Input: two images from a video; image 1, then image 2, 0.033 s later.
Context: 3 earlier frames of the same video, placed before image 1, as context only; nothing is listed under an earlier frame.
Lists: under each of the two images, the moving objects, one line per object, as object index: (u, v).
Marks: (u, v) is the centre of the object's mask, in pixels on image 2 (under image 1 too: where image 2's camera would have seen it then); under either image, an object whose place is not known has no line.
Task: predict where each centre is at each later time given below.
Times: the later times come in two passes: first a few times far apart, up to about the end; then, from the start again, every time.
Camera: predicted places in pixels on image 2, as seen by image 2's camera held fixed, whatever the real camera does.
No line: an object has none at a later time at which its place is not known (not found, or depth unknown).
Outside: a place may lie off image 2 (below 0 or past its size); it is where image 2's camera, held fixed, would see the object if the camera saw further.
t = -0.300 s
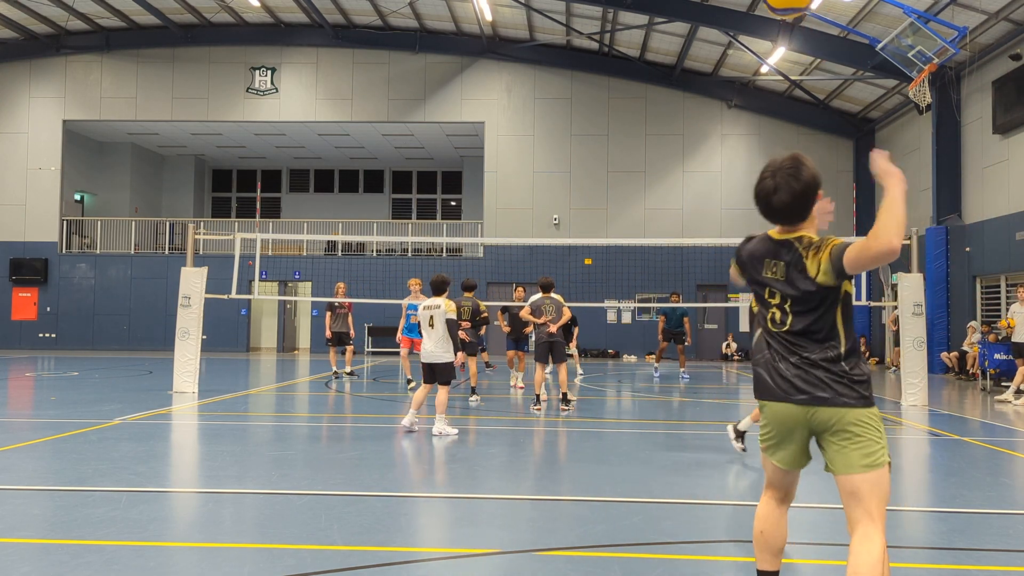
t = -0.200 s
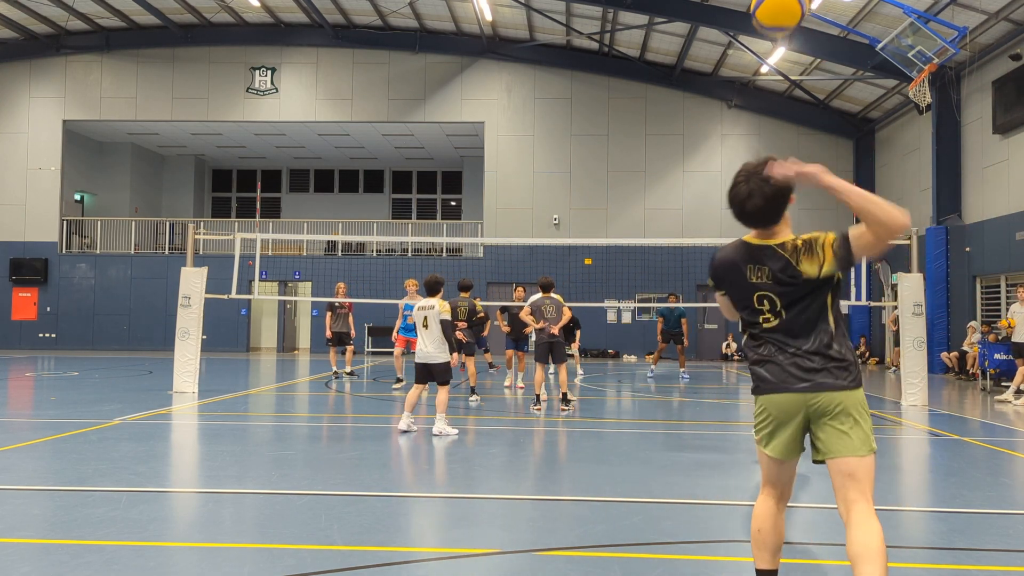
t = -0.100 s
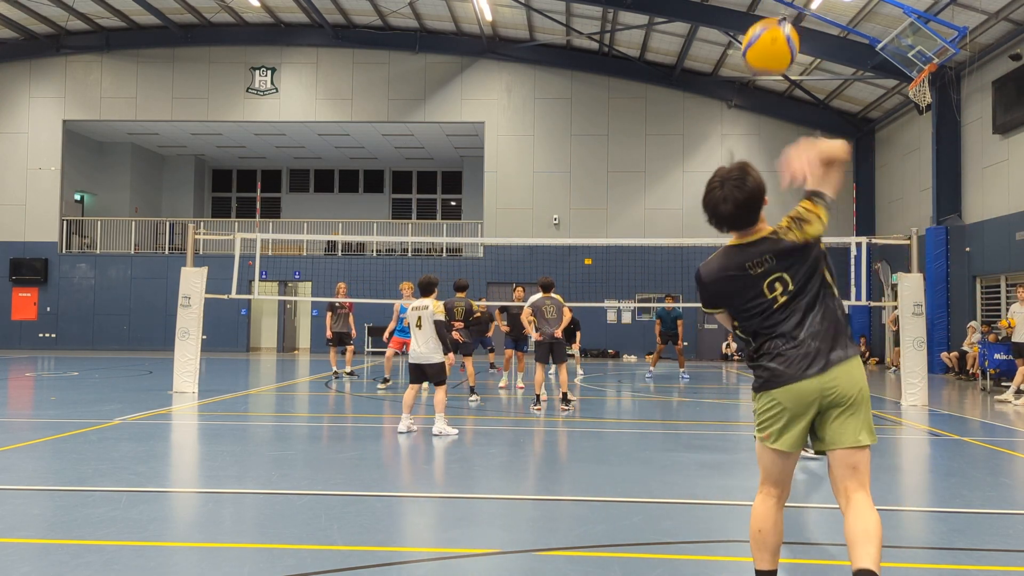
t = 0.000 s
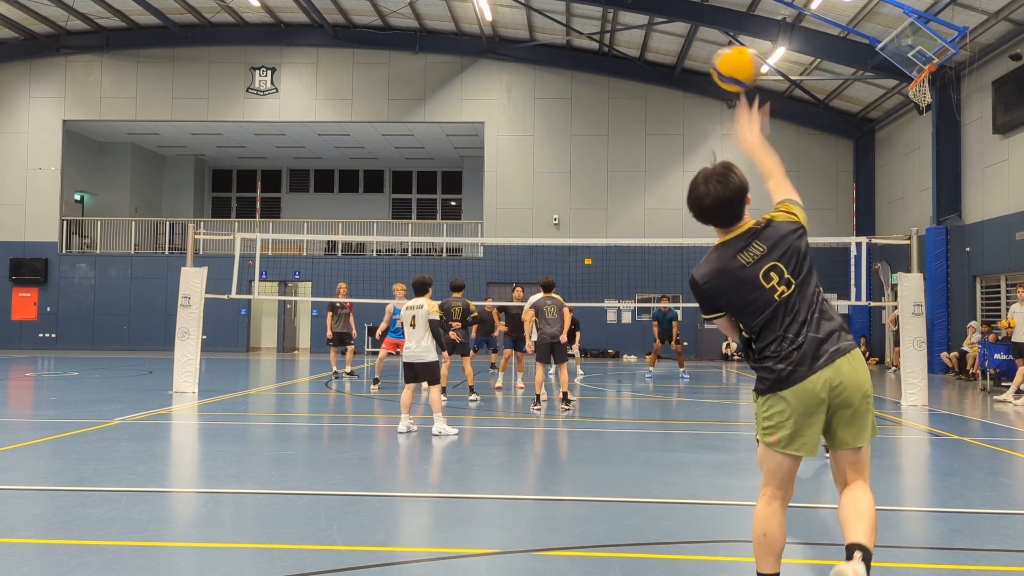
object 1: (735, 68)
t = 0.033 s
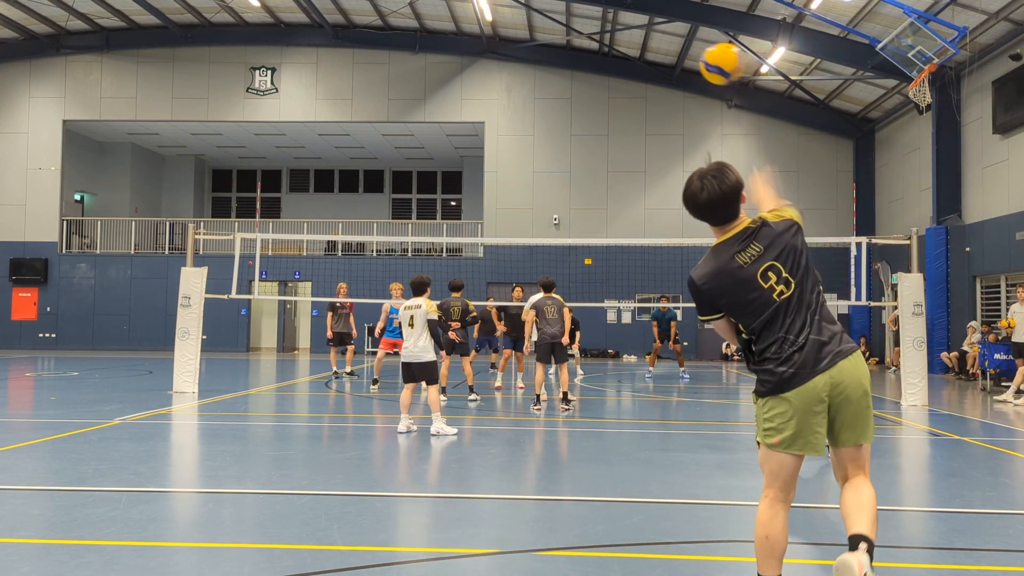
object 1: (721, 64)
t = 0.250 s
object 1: (676, 70)
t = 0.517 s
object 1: (652, 121)
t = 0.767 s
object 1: (639, 184)
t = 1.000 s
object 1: (630, 250)
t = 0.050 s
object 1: (716, 62)
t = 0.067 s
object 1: (711, 61)
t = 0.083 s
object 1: (705, 61)
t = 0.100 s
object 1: (702, 61)
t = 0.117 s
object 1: (698, 61)
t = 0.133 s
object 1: (694, 61)
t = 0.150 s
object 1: (691, 62)
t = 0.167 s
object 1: (688, 62)
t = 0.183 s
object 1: (686, 64)
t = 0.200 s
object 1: (683, 65)
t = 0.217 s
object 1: (681, 66)
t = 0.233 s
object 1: (678, 68)
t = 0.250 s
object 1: (676, 70)
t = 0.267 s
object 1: (673, 72)
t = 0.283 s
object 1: (671, 75)
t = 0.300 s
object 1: (669, 77)
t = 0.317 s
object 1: (667, 80)
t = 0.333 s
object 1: (665, 83)
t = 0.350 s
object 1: (663, 86)
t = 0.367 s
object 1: (662, 89)
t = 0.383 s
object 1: (661, 92)
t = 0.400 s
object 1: (659, 95)
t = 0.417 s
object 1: (658, 99)
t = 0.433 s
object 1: (657, 102)
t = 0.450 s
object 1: (656, 106)
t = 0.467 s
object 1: (655, 110)
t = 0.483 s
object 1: (654, 113)
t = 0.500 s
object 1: (653, 117)
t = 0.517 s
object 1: (652, 121)
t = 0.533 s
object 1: (651, 125)
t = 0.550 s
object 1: (650, 129)
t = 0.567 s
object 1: (649, 133)
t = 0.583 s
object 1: (648, 137)
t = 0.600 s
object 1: (647, 142)
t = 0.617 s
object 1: (646, 146)
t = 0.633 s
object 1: (645, 150)
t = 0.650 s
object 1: (644, 154)
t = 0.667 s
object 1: (643, 158)
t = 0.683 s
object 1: (642, 162)
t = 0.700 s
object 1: (642, 167)
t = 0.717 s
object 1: (641, 171)
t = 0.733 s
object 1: (640, 175)
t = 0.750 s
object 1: (639, 180)
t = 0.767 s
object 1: (639, 184)
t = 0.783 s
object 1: (638, 189)
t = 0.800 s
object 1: (637, 193)
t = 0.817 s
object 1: (636, 198)
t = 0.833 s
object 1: (636, 202)
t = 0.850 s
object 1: (635, 207)
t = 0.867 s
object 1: (634, 211)
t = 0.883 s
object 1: (634, 216)
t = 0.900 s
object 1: (633, 220)
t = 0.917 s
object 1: (633, 225)
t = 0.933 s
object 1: (632, 230)
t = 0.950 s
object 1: (632, 234)
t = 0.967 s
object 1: (631, 239)
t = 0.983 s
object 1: (631, 247)
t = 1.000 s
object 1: (630, 250)
